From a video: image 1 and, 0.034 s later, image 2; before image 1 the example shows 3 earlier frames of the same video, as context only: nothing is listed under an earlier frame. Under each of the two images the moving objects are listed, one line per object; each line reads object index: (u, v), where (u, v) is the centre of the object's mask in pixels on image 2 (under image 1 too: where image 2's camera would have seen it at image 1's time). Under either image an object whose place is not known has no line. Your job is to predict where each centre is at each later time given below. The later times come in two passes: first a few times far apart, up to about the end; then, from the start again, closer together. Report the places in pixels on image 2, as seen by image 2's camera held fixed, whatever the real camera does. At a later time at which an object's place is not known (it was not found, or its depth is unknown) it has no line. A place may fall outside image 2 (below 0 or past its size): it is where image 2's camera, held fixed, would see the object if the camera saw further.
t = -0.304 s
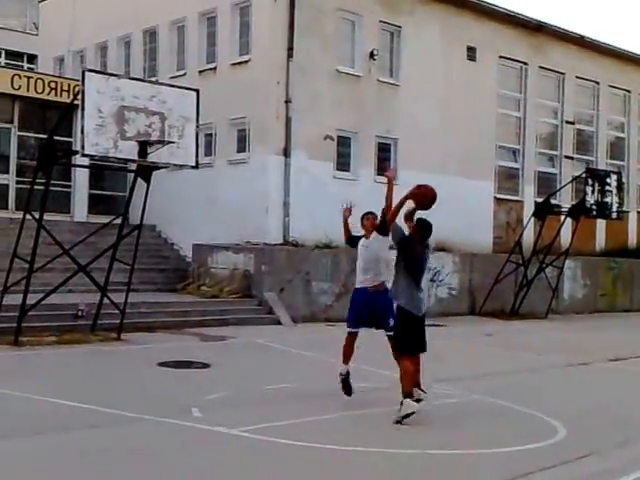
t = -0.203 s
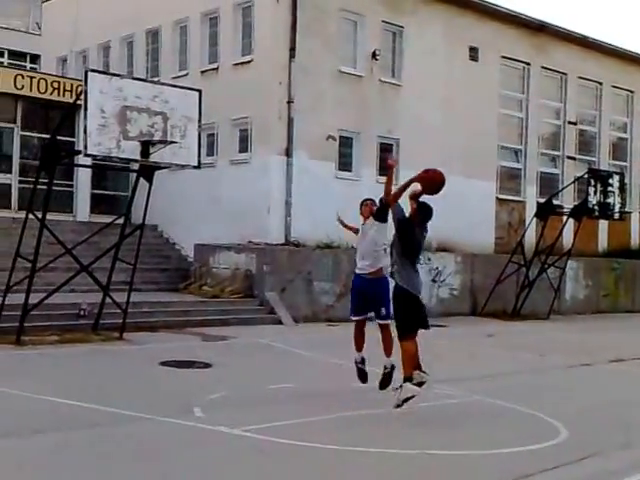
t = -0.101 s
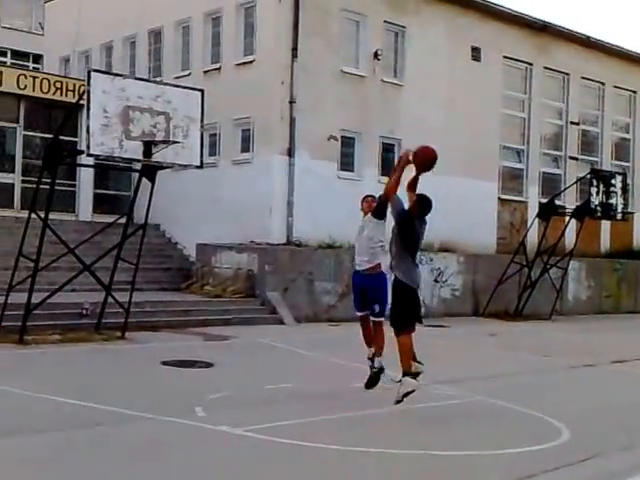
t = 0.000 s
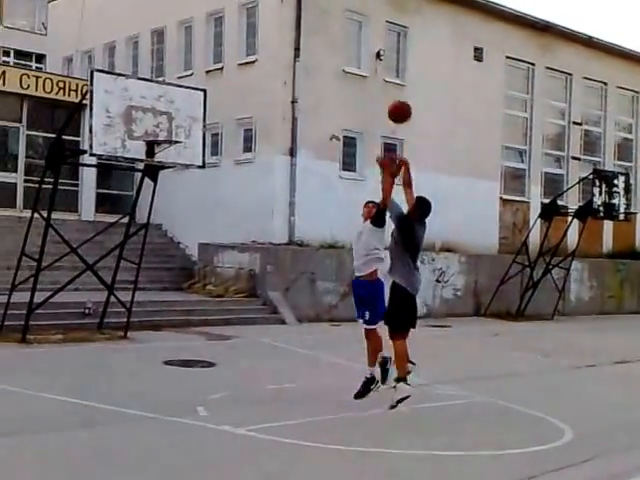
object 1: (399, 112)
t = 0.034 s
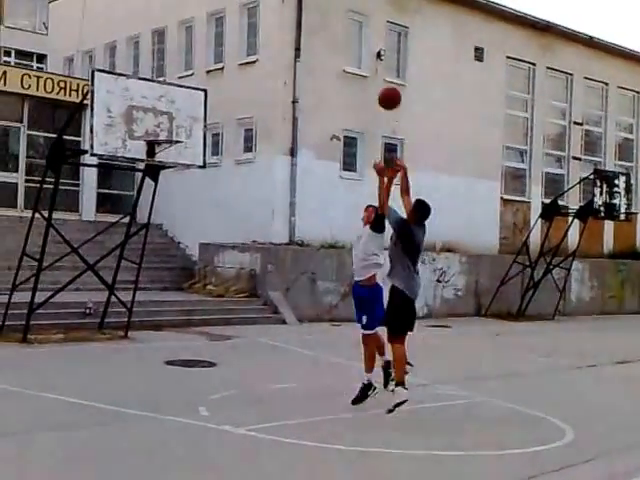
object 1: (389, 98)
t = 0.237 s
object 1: (329, 44)
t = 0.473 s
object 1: (267, 34)
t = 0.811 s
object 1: (199, 83)
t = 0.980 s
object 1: (168, 135)
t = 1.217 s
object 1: (156, 220)
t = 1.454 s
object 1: (143, 365)
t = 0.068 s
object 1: (379, 86)
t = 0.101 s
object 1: (369, 75)
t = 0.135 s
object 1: (358, 66)
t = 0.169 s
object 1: (349, 57)
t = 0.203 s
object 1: (338, 50)
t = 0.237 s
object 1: (329, 44)
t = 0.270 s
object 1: (319, 40)
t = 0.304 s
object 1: (310, 36)
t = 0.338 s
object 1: (301, 33)
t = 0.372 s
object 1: (292, 32)
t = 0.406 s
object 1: (284, 31)
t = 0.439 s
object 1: (275, 32)
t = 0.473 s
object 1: (267, 34)
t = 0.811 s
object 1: (199, 83)
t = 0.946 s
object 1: (175, 123)
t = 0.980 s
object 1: (168, 135)
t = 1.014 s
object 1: (164, 145)
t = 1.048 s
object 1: (163, 155)
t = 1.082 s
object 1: (163, 166)
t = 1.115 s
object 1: (161, 177)
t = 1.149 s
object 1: (160, 192)
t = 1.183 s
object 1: (156, 206)
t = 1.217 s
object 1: (156, 220)
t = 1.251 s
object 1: (154, 238)
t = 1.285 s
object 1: (151, 257)
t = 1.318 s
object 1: (151, 274)
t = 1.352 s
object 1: (149, 296)
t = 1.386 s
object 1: (147, 319)
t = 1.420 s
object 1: (145, 340)
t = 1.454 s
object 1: (143, 365)
